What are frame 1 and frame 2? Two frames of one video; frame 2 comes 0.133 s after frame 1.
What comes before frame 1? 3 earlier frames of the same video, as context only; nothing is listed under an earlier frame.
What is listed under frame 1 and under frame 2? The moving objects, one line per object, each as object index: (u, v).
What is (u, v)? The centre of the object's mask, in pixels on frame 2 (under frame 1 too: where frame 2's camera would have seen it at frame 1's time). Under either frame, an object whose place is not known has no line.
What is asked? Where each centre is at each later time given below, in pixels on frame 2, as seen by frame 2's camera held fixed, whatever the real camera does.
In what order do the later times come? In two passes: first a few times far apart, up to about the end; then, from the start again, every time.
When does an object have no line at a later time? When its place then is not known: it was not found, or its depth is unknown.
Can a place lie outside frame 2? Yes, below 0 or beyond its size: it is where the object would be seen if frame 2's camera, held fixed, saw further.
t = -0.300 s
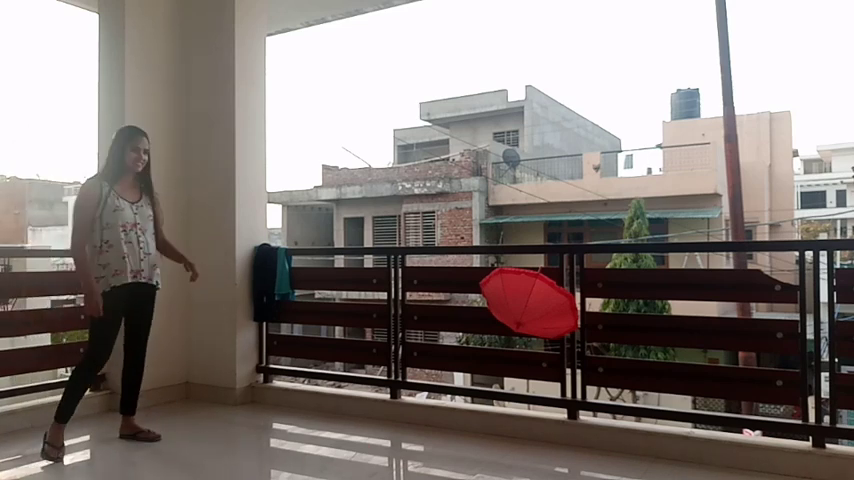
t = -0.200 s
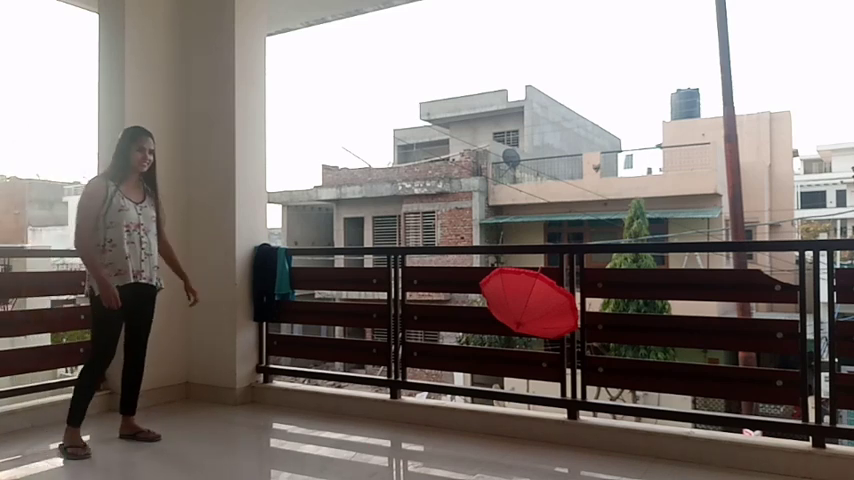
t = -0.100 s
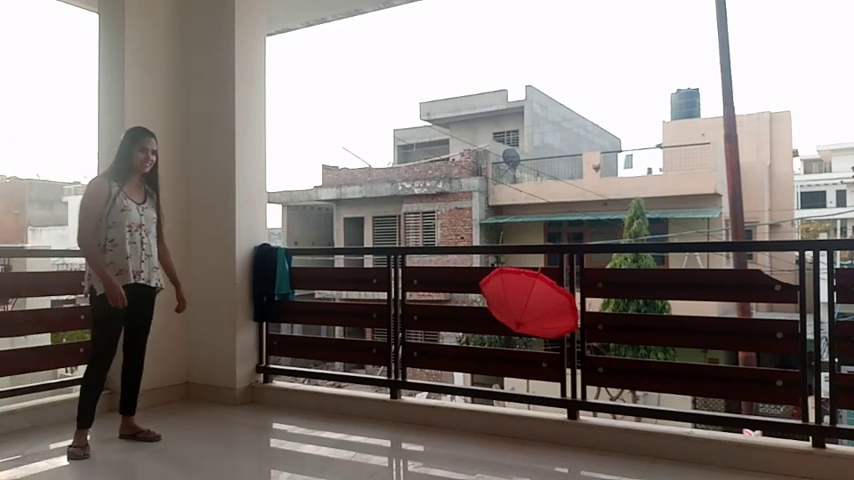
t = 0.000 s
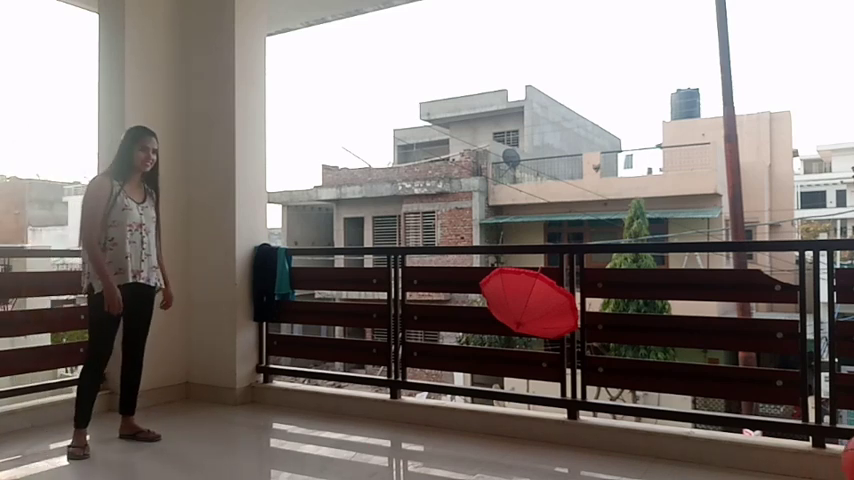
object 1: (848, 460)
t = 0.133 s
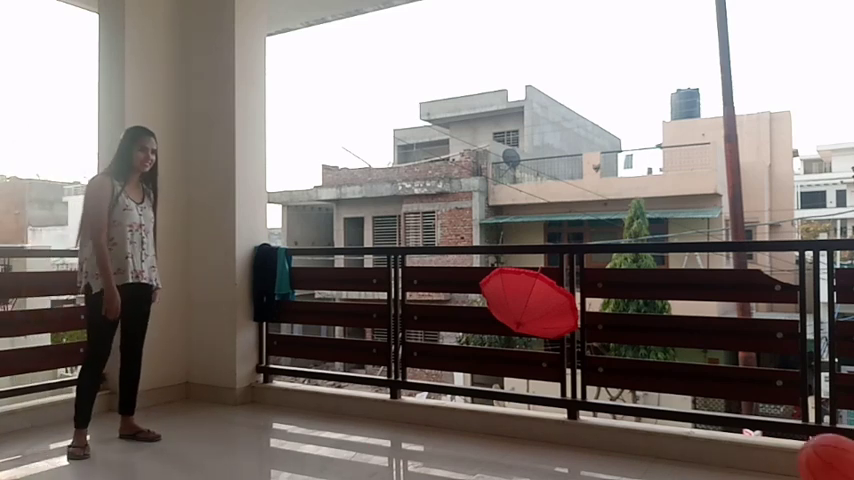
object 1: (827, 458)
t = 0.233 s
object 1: (800, 448)
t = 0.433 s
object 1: (736, 444)
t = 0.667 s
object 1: (676, 437)
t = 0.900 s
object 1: (623, 443)
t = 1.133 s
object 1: (565, 442)
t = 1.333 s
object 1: (521, 438)
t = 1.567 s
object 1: (475, 438)
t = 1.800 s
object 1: (427, 437)
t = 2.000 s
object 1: (385, 439)
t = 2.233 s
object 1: (343, 437)
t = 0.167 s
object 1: (821, 454)
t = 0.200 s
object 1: (811, 451)
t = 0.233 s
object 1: (800, 448)
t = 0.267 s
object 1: (789, 446)
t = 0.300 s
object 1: (778, 447)
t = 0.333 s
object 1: (767, 450)
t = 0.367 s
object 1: (756, 454)
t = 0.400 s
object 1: (746, 453)
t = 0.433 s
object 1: (736, 444)
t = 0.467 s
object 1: (726, 438)
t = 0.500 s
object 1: (716, 434)
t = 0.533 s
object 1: (707, 433)
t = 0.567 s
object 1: (698, 434)
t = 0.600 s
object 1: (691, 434)
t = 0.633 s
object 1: (683, 434)
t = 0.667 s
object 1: (676, 437)
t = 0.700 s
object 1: (669, 442)
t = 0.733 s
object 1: (662, 446)
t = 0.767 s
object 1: (654, 440)
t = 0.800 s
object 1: (646, 437)
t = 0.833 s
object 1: (639, 437)
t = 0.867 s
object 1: (631, 438)
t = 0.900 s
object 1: (623, 443)
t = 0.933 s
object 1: (615, 446)
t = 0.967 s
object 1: (607, 441)
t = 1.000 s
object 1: (598, 438)
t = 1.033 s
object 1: (590, 438)
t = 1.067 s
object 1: (582, 441)
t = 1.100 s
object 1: (573, 445)
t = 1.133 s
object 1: (565, 442)
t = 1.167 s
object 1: (557, 438)
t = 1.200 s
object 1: (550, 438)
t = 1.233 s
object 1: (542, 439)
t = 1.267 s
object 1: (535, 444)
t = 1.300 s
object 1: (528, 442)
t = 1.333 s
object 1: (521, 438)
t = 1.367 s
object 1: (514, 437)
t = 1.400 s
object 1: (507, 439)
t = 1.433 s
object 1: (501, 443)
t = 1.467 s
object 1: (494, 441)
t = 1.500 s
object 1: (488, 438)
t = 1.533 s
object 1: (481, 437)
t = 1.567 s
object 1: (475, 438)
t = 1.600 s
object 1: (468, 442)
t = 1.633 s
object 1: (462, 439)
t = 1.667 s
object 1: (455, 437)
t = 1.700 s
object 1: (448, 437)
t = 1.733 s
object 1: (441, 440)
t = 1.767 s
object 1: (434, 440)
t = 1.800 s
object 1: (427, 437)
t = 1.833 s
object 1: (419, 437)
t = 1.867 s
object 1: (412, 439)
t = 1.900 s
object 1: (405, 440)
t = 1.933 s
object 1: (398, 437)
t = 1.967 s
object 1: (391, 437)
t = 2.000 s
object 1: (385, 439)
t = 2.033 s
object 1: (378, 438)
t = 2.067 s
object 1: (372, 436)
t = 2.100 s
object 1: (366, 437)
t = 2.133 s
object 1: (360, 439)
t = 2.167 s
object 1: (354, 437)
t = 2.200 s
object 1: (349, 436)
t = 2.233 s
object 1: (343, 437)
